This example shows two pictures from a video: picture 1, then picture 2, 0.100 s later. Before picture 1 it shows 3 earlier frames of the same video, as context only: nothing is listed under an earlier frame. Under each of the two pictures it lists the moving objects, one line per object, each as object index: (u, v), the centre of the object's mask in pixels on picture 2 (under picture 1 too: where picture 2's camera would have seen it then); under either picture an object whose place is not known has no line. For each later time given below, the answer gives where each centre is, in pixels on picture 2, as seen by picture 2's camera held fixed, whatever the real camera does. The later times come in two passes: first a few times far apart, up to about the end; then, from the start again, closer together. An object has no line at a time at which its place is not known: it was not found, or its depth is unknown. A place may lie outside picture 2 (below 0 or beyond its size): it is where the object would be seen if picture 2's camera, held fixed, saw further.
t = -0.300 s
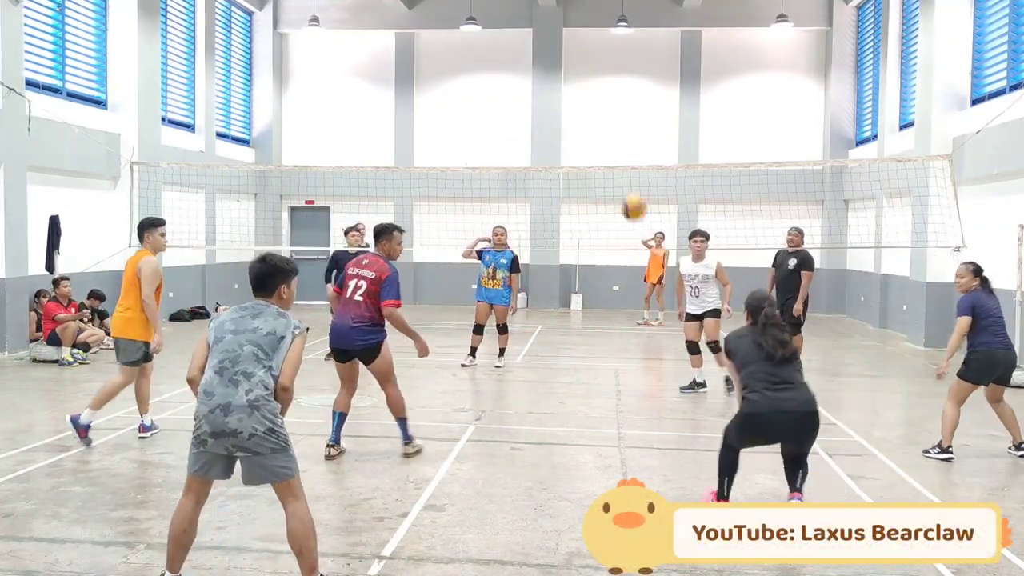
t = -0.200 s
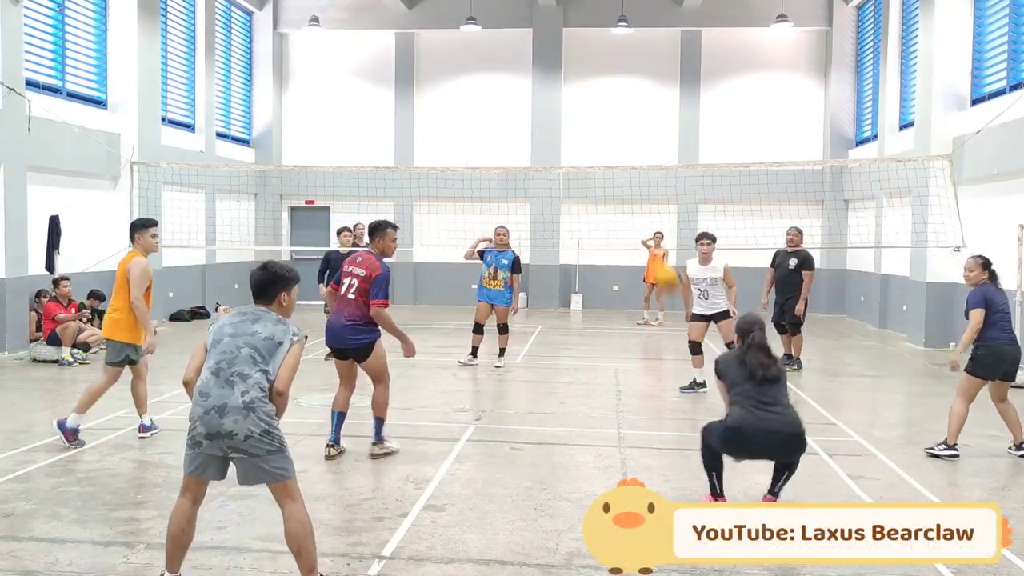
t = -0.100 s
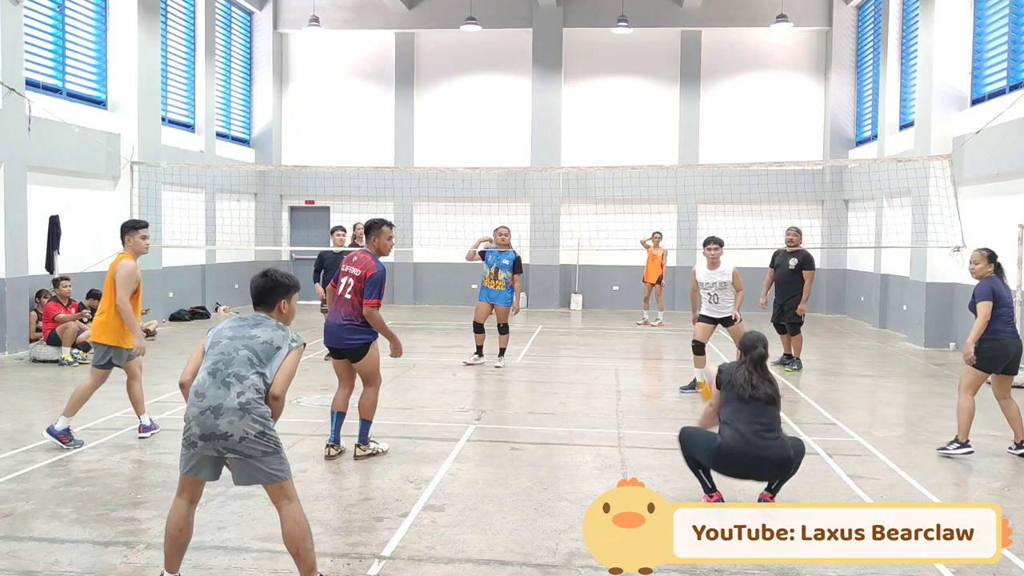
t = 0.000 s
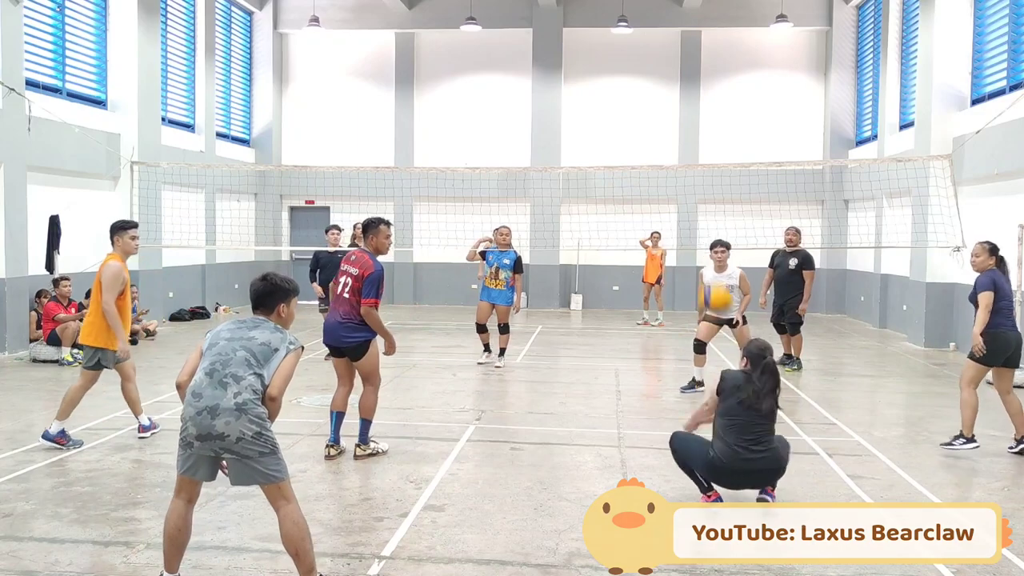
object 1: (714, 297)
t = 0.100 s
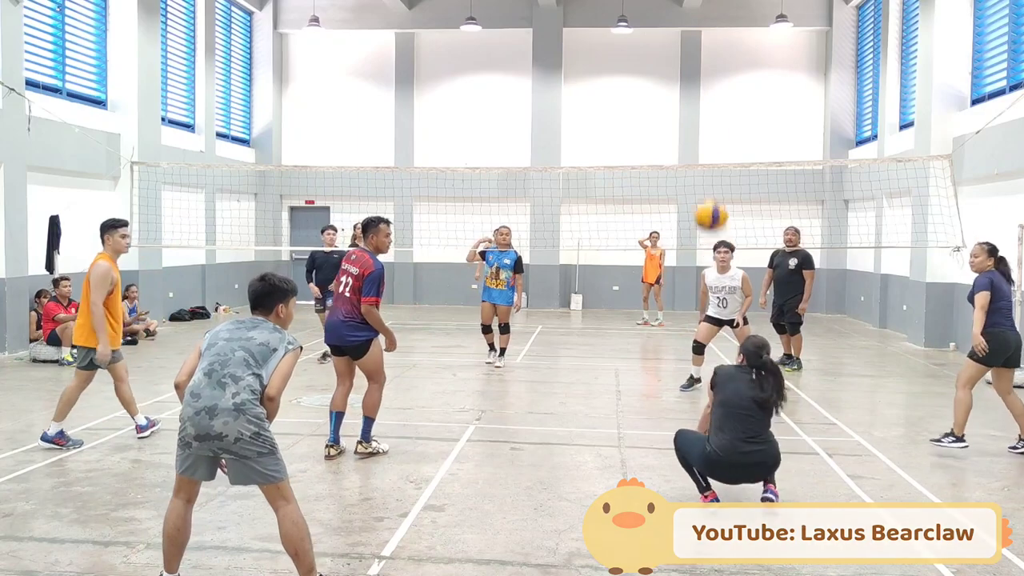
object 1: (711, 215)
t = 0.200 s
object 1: (707, 154)
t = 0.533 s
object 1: (695, 64)
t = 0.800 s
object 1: (687, 102)
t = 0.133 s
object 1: (710, 193)
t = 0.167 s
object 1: (708, 172)
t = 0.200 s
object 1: (707, 154)
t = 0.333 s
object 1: (702, 96)
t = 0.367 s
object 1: (700, 87)
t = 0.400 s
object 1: (700, 79)
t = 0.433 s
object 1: (698, 73)
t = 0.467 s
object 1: (698, 68)
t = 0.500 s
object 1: (696, 65)
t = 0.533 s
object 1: (695, 64)
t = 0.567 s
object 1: (694, 63)
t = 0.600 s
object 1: (693, 65)
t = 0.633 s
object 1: (692, 68)
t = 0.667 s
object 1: (691, 72)
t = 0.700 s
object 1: (690, 78)
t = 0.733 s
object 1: (689, 85)
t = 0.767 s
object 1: (687, 93)
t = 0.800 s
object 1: (687, 102)
